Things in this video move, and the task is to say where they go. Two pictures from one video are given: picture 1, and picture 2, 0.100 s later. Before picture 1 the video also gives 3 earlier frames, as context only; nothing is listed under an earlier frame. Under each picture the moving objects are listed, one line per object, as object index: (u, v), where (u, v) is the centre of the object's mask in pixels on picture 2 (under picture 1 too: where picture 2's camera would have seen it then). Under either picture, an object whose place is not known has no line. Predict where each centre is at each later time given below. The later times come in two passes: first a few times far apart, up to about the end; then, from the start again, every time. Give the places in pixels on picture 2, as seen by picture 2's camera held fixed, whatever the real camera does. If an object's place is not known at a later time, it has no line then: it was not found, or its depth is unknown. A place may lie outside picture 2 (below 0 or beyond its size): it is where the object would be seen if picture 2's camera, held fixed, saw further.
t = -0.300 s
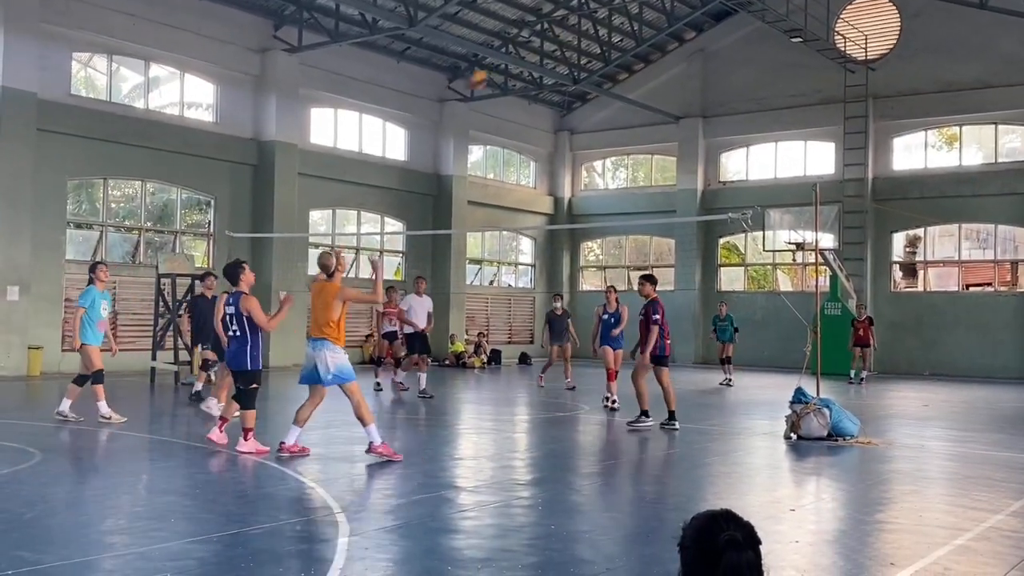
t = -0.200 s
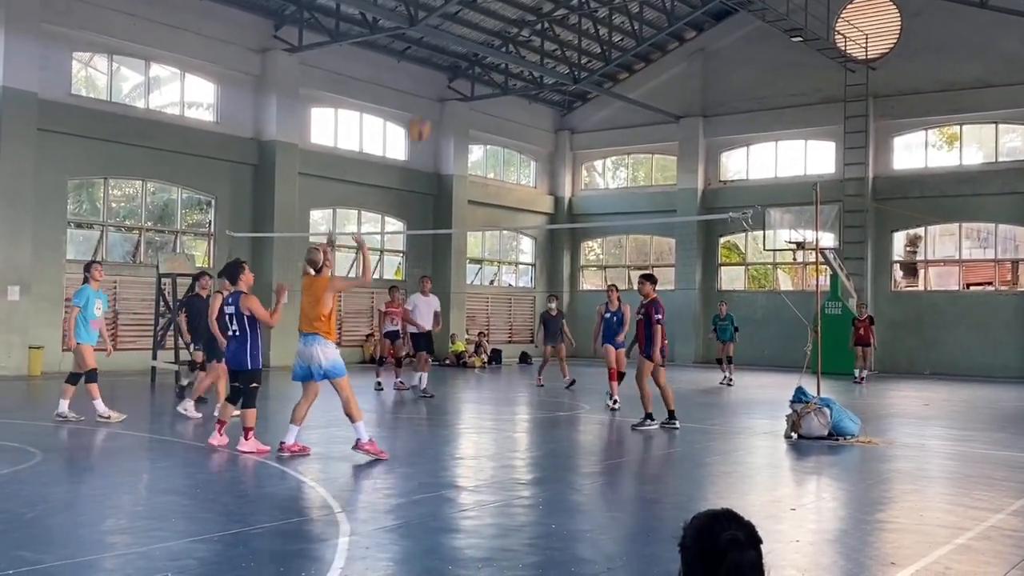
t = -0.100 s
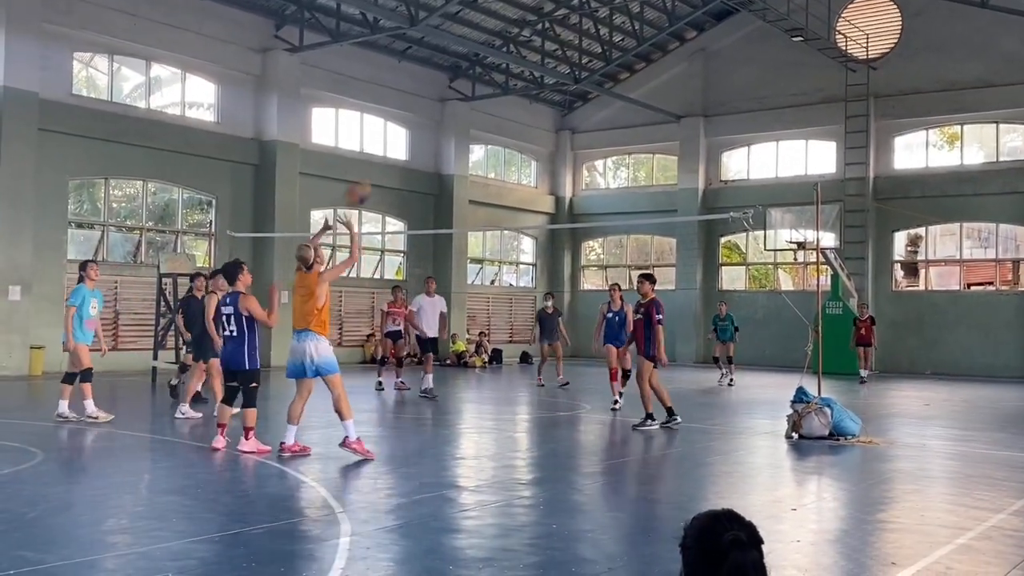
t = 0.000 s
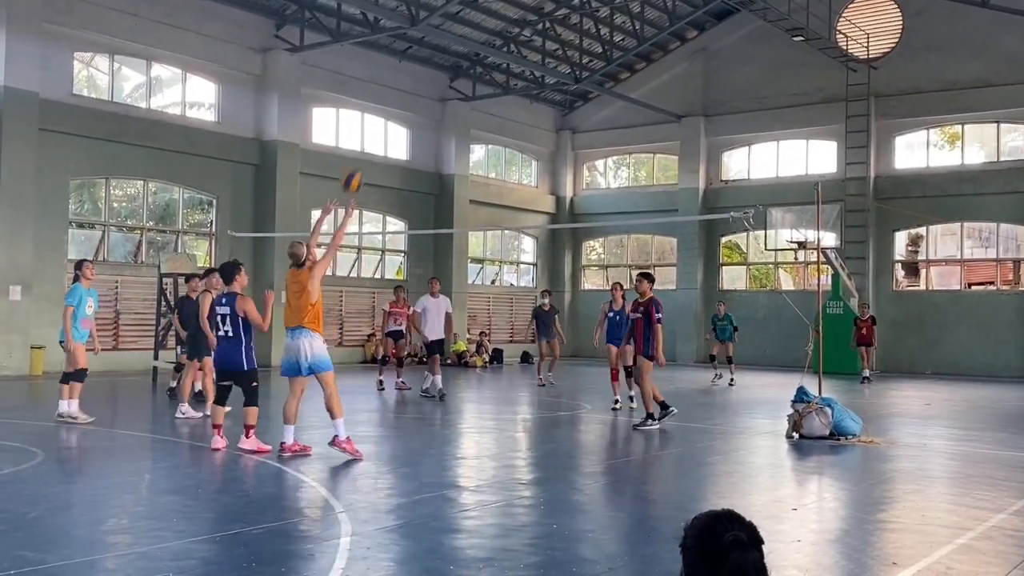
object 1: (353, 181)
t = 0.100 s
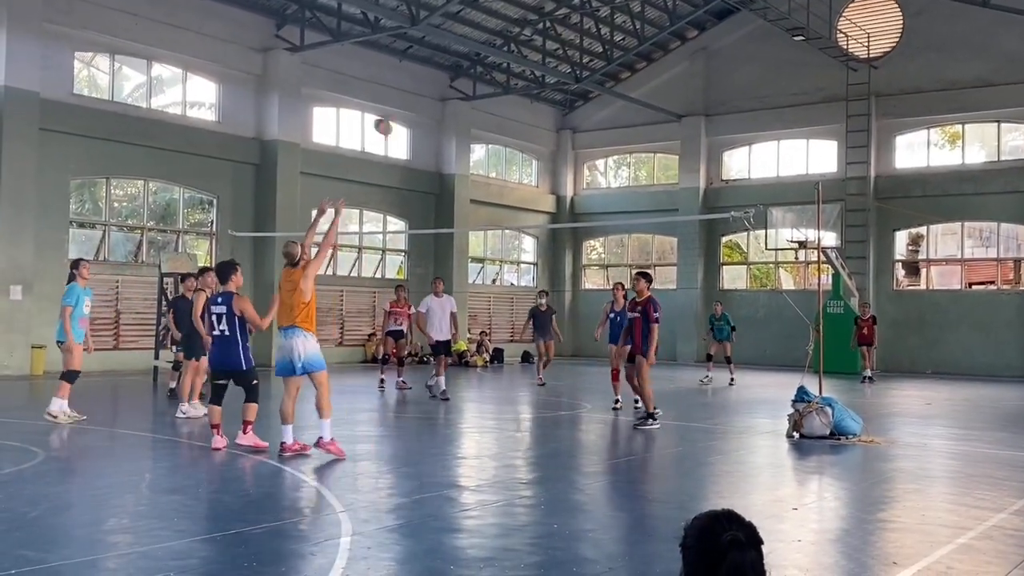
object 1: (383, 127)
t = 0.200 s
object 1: (412, 87)
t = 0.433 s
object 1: (474, 41)
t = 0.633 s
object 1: (515, 44)
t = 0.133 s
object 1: (392, 111)
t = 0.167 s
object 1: (404, 99)
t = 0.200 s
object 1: (412, 87)
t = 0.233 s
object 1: (422, 77)
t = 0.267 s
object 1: (432, 67)
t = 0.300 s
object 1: (440, 60)
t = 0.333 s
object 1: (448, 54)
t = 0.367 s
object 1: (456, 48)
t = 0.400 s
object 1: (465, 44)
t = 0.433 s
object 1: (474, 41)
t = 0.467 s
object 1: (481, 39)
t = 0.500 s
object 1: (488, 38)
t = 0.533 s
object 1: (495, 38)
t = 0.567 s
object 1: (501, 39)
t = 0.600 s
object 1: (508, 42)
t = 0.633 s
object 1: (515, 44)
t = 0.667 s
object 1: (520, 49)
